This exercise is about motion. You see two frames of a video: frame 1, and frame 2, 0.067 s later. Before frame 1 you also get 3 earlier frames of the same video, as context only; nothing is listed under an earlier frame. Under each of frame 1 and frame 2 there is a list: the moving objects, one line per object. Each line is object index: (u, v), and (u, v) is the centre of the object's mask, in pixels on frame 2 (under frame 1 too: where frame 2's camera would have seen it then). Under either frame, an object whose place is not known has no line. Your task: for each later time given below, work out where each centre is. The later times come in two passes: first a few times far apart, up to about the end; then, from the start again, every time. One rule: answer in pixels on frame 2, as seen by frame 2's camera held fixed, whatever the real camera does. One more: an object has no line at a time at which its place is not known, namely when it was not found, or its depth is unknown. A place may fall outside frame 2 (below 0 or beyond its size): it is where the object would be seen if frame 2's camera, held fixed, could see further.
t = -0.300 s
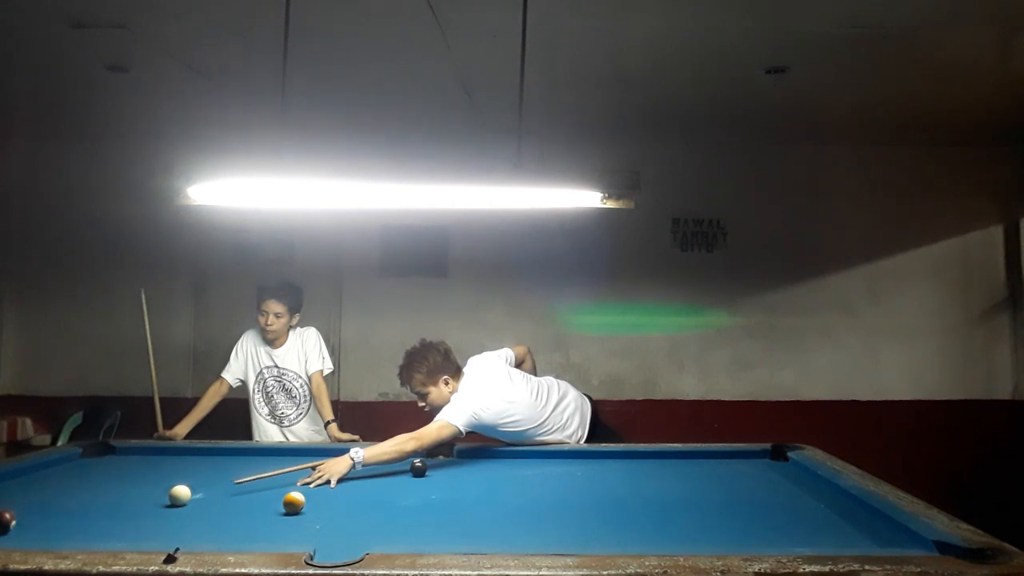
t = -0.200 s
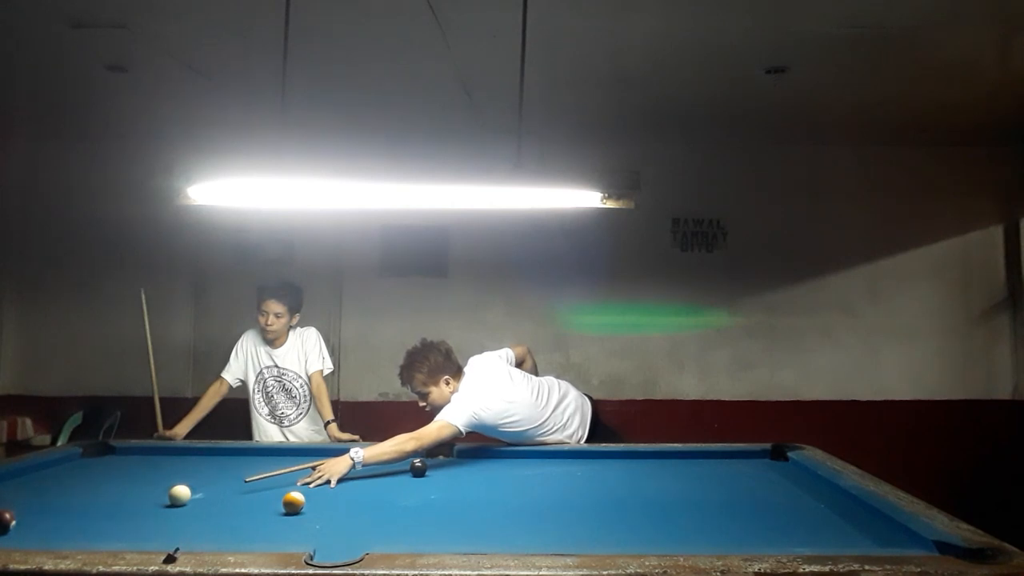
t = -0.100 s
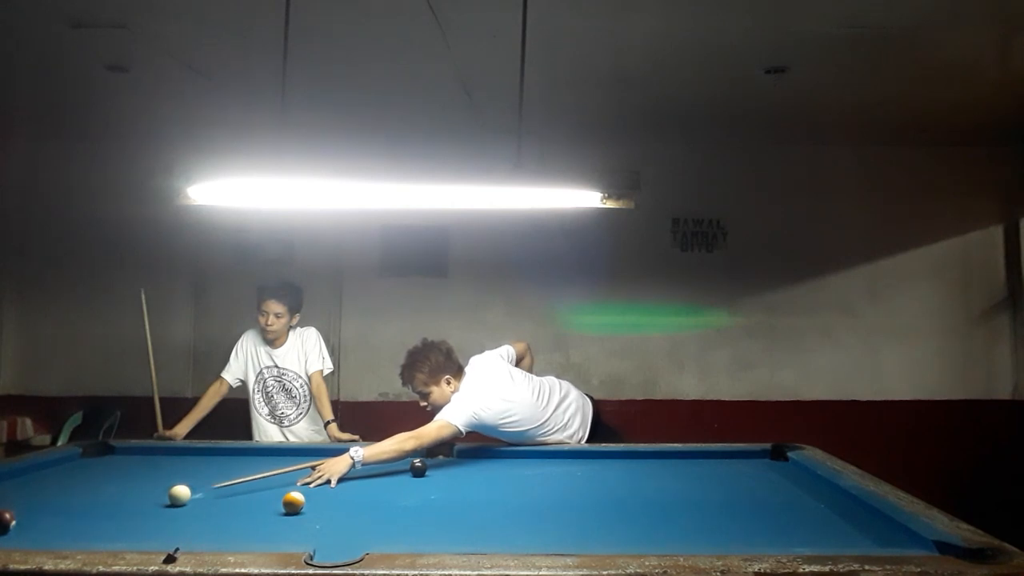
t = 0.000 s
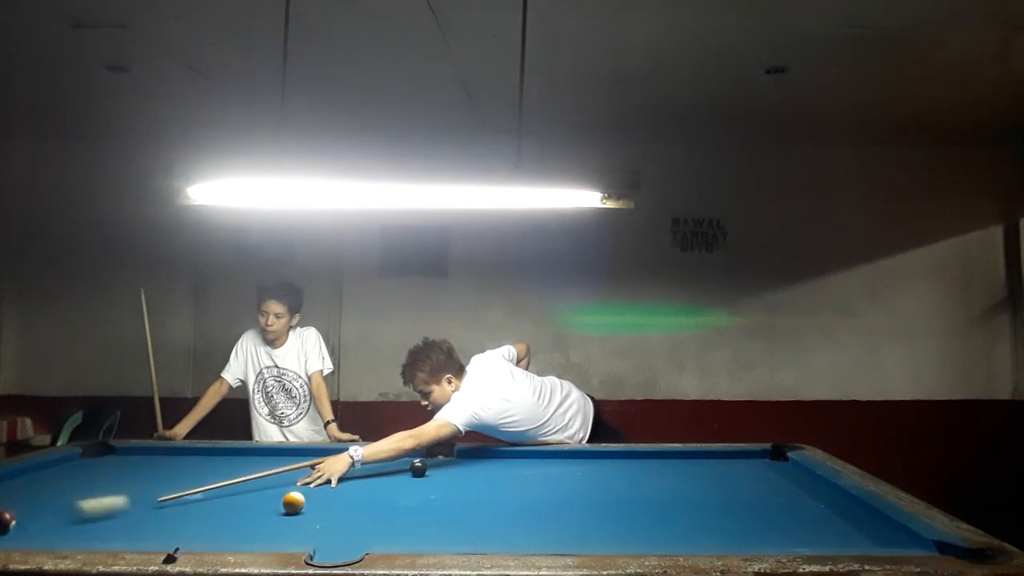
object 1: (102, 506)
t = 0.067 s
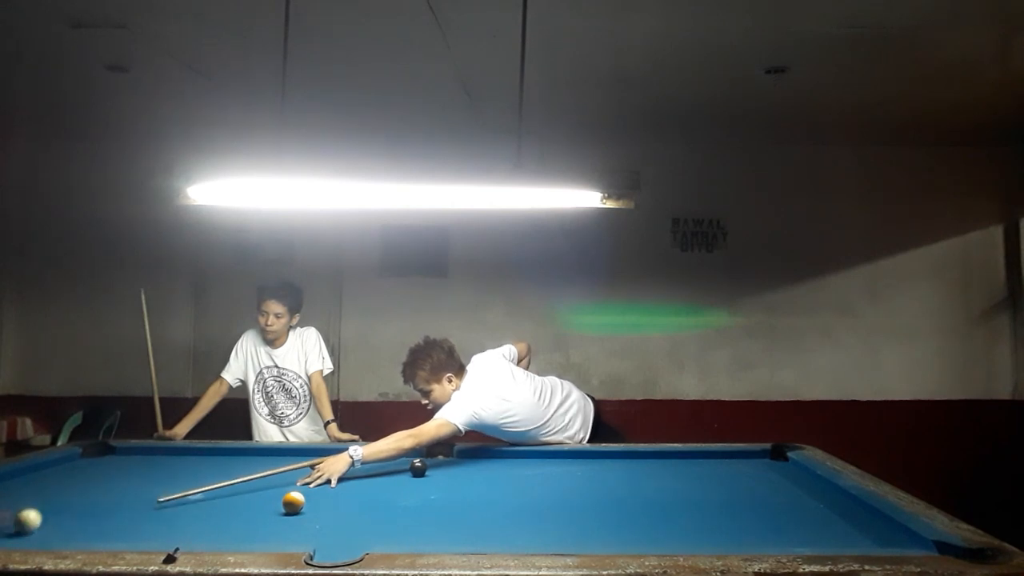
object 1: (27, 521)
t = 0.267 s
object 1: (6, 537)
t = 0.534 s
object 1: (60, 531)
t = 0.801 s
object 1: (117, 521)
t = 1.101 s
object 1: (170, 510)
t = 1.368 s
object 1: (208, 501)
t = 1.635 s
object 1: (240, 495)
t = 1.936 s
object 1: (268, 488)
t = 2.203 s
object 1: (289, 483)
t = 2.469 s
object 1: (308, 480)
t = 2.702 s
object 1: (321, 477)
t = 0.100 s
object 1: (23, 525)
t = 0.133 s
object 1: (19, 528)
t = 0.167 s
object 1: (17, 529)
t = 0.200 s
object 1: (12, 532)
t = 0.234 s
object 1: (9, 535)
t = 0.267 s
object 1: (6, 537)
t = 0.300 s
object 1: (8, 537)
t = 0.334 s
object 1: (13, 536)
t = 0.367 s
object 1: (21, 535)
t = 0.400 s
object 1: (29, 534)
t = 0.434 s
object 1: (37, 533)
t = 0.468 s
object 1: (45, 532)
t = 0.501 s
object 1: (53, 531)
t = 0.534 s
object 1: (60, 531)
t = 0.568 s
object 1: (67, 530)
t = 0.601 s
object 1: (75, 529)
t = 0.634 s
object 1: (82, 528)
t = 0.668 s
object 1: (89, 527)
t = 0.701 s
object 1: (96, 525)
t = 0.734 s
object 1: (103, 524)
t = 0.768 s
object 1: (110, 522)
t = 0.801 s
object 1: (117, 521)
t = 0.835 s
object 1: (123, 519)
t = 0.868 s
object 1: (129, 518)
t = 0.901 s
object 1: (136, 517)
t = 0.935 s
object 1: (142, 516)
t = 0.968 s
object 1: (147, 514)
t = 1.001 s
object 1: (153, 513)
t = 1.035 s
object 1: (159, 512)
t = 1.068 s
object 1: (164, 511)
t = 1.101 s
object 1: (170, 510)
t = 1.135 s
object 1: (175, 508)
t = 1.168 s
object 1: (180, 507)
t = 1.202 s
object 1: (185, 506)
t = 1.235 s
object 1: (190, 505)
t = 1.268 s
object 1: (194, 504)
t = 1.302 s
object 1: (199, 503)
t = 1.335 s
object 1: (204, 502)
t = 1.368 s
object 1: (208, 501)
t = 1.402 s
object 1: (212, 500)
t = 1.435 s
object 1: (216, 500)
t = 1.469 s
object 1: (221, 499)
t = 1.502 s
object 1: (225, 498)
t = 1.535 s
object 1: (229, 497)
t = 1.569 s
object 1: (232, 496)
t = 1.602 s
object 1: (236, 495)
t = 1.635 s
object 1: (240, 495)
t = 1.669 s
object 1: (243, 494)
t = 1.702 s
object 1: (246, 493)
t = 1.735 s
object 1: (250, 492)
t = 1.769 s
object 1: (253, 492)
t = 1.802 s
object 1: (256, 491)
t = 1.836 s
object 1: (259, 490)
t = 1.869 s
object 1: (263, 490)
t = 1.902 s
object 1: (265, 489)
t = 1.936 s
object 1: (268, 488)
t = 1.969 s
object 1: (271, 488)
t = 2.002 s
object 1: (274, 487)
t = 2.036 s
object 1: (277, 486)
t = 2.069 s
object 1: (279, 485)
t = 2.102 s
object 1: (282, 485)
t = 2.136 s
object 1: (285, 484)
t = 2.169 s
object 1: (287, 483)
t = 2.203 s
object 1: (289, 483)
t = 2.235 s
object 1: (292, 482)
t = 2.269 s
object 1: (295, 482)
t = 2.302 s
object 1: (297, 481)
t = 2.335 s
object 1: (299, 481)
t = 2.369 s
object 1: (302, 481)
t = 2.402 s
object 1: (304, 480)
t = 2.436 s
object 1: (306, 480)
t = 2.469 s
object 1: (308, 480)
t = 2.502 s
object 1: (310, 479)
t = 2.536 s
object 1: (312, 479)
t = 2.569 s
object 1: (314, 478)
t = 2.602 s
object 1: (315, 478)
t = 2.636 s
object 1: (318, 477)
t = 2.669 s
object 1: (319, 477)
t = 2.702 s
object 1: (321, 477)
